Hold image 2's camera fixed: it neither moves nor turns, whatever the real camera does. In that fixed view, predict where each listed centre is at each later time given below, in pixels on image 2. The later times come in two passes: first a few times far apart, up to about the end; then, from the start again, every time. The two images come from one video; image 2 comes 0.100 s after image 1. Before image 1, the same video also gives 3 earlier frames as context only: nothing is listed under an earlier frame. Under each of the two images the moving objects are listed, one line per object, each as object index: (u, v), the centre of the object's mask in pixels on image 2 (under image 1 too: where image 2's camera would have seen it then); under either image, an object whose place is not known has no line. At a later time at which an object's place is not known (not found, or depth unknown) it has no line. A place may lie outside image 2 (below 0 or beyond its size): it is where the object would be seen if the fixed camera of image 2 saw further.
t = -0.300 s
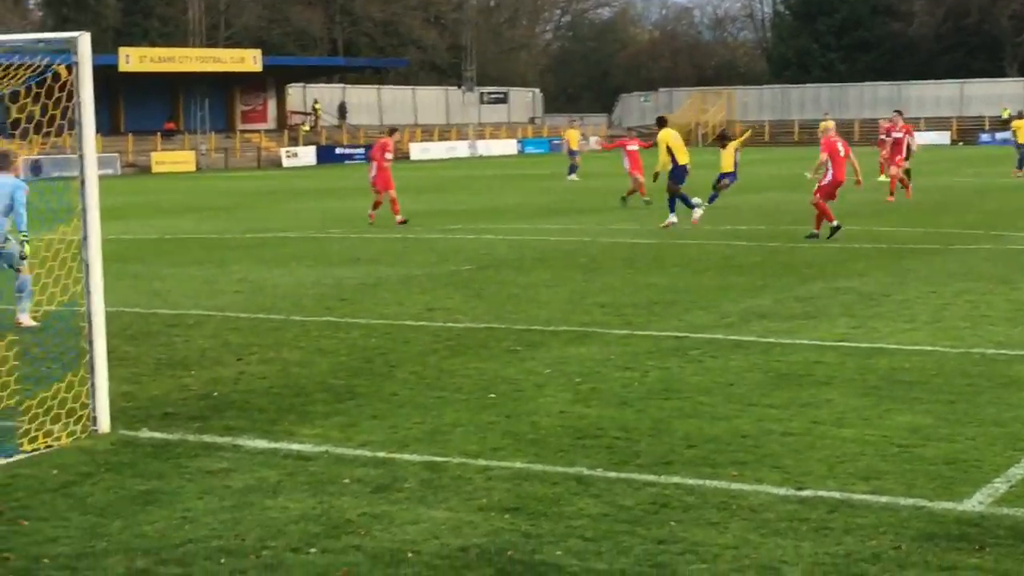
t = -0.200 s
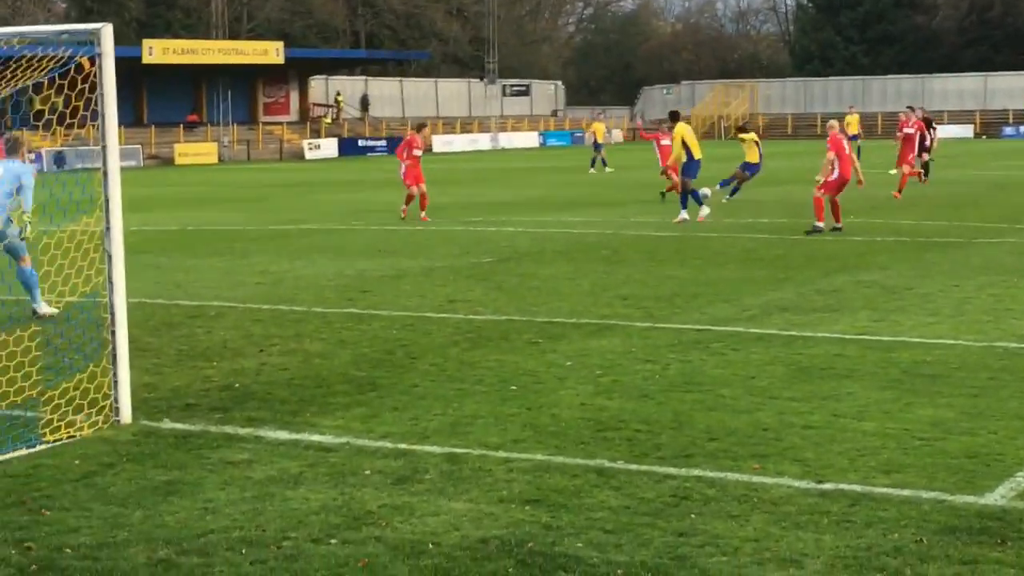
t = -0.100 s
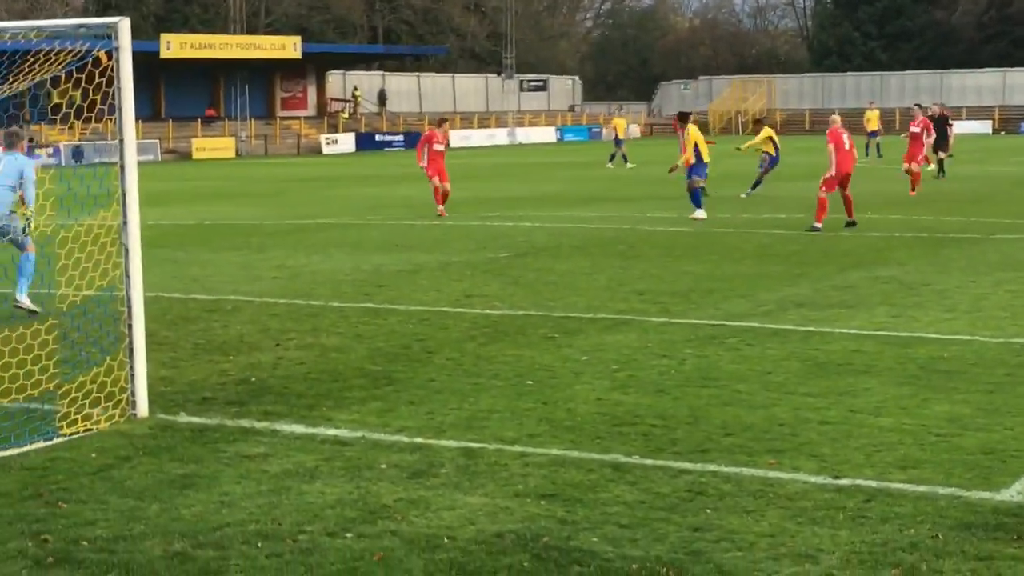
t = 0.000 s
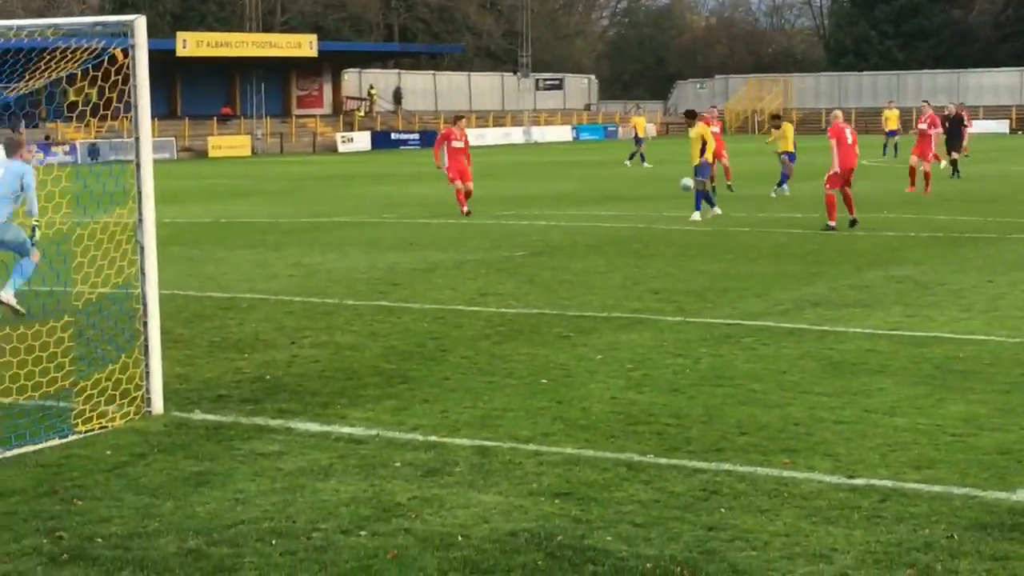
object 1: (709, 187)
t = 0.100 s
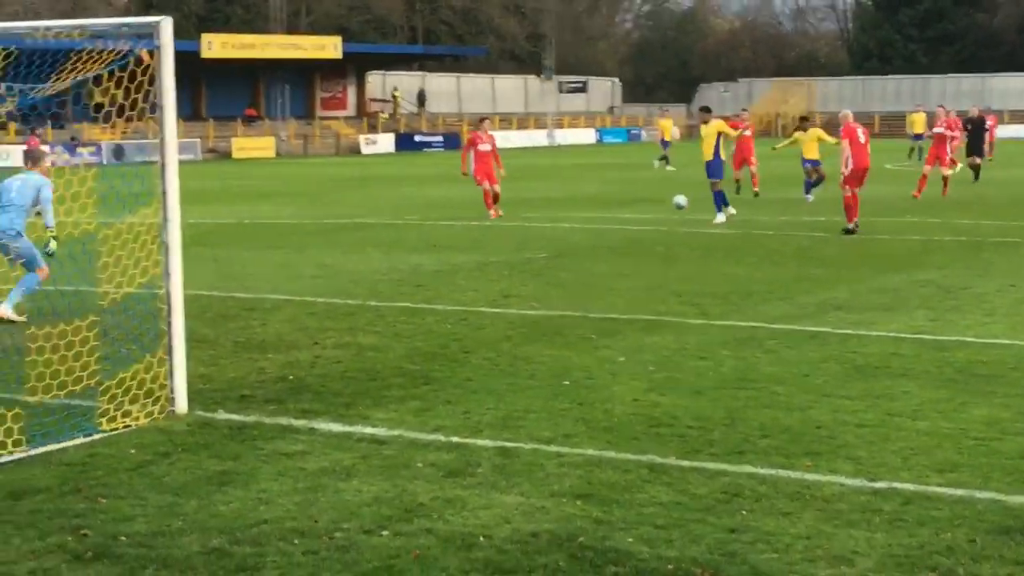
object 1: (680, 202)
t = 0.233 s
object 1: (640, 229)
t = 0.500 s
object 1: (540, 251)
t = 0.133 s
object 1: (671, 210)
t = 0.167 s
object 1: (661, 219)
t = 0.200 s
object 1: (651, 229)
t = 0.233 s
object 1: (640, 229)
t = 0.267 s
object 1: (629, 226)
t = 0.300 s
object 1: (618, 224)
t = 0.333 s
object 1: (606, 225)
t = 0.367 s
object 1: (594, 226)
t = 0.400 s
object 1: (583, 230)
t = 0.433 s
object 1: (569, 235)
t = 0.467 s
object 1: (555, 242)
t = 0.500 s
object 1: (540, 251)
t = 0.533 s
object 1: (524, 263)
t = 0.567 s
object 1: (507, 279)
